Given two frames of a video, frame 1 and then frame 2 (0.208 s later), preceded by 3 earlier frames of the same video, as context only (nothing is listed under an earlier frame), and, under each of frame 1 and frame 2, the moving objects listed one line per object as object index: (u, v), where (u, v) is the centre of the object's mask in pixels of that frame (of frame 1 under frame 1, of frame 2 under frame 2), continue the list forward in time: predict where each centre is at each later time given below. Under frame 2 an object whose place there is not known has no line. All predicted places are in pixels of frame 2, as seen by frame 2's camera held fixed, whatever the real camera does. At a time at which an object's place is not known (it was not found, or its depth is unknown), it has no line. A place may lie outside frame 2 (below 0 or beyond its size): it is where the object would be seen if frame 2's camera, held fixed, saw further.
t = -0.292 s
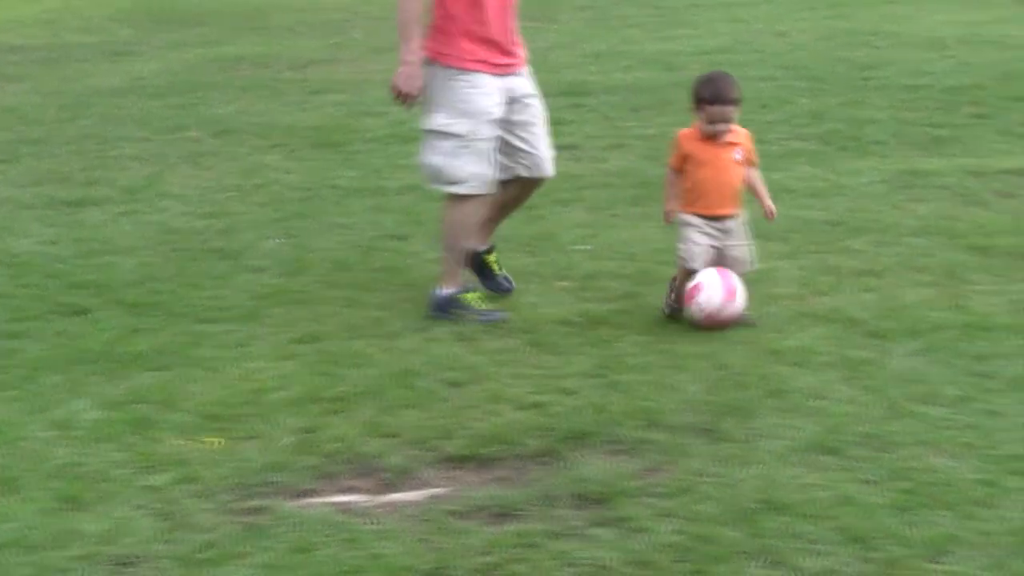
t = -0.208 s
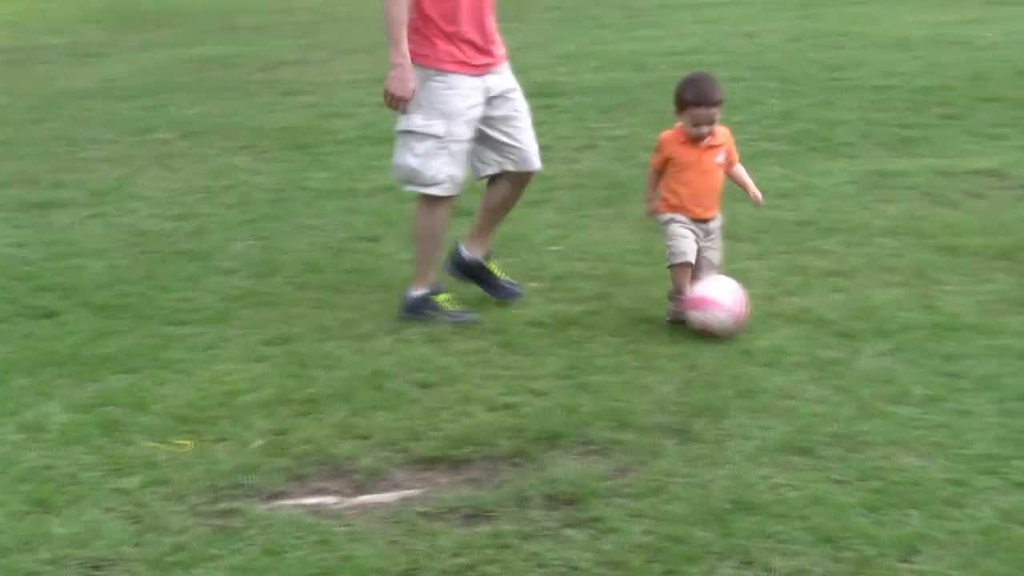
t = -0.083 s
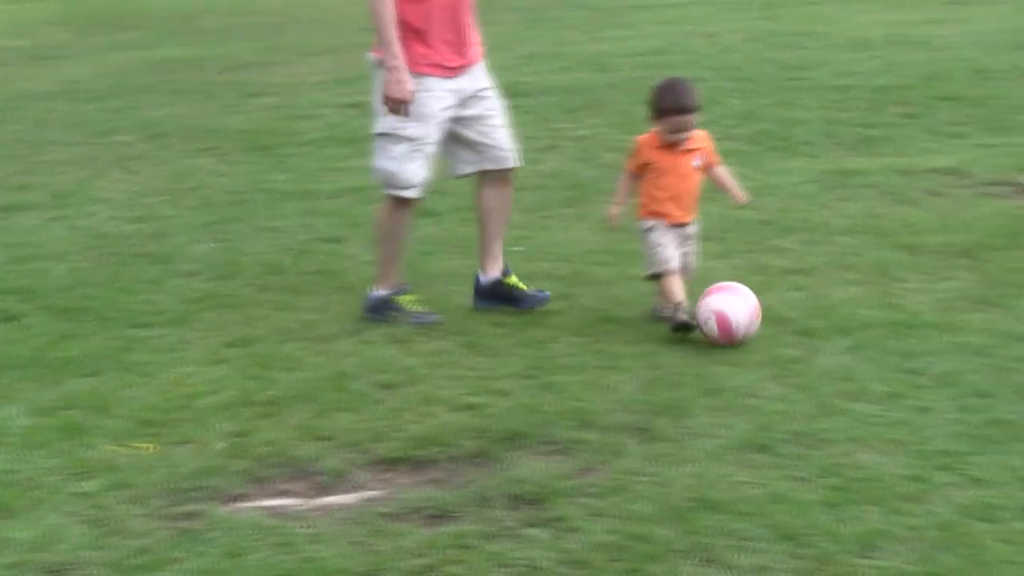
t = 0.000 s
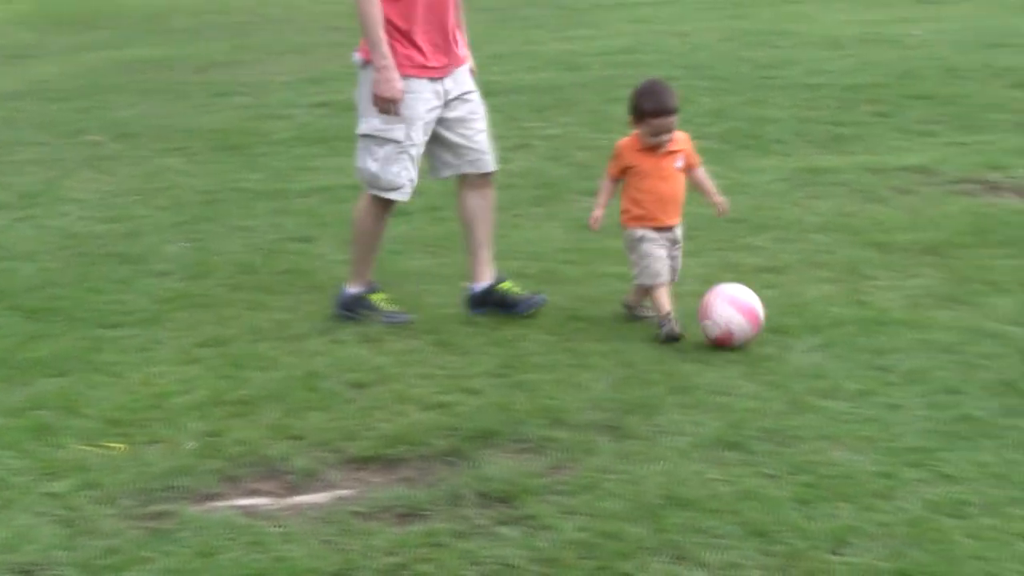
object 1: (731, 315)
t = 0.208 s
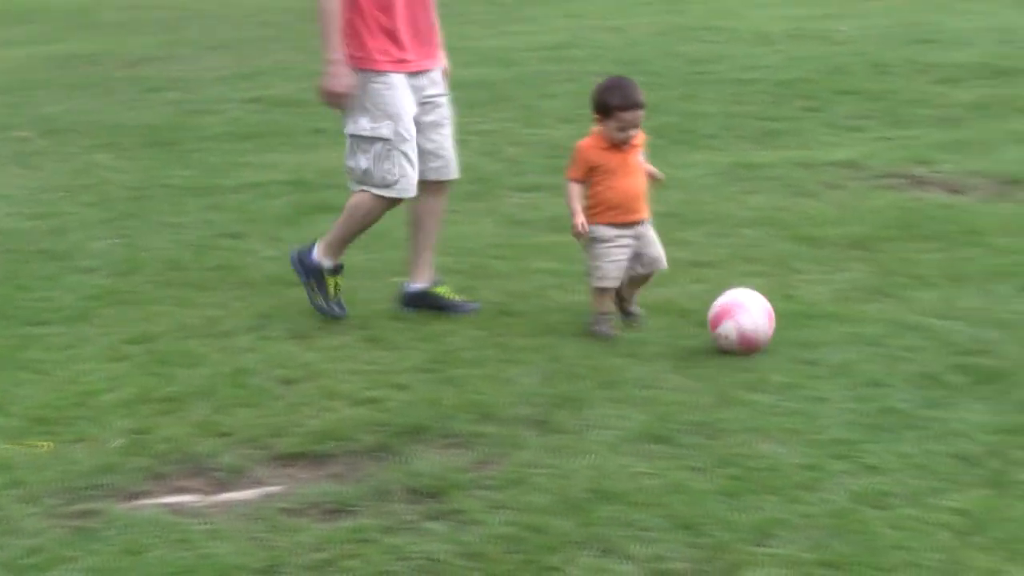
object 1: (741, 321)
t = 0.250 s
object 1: (755, 323)
